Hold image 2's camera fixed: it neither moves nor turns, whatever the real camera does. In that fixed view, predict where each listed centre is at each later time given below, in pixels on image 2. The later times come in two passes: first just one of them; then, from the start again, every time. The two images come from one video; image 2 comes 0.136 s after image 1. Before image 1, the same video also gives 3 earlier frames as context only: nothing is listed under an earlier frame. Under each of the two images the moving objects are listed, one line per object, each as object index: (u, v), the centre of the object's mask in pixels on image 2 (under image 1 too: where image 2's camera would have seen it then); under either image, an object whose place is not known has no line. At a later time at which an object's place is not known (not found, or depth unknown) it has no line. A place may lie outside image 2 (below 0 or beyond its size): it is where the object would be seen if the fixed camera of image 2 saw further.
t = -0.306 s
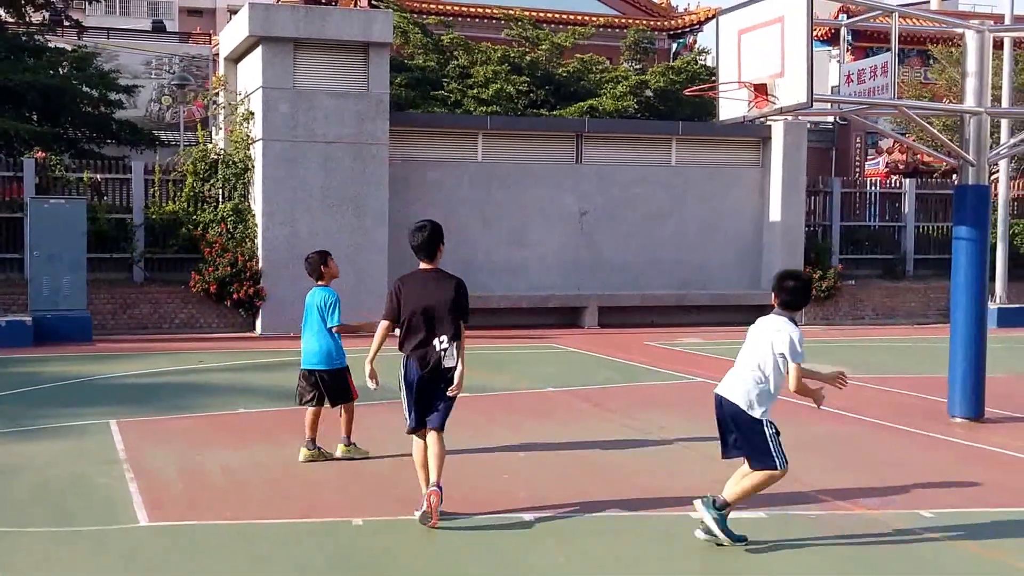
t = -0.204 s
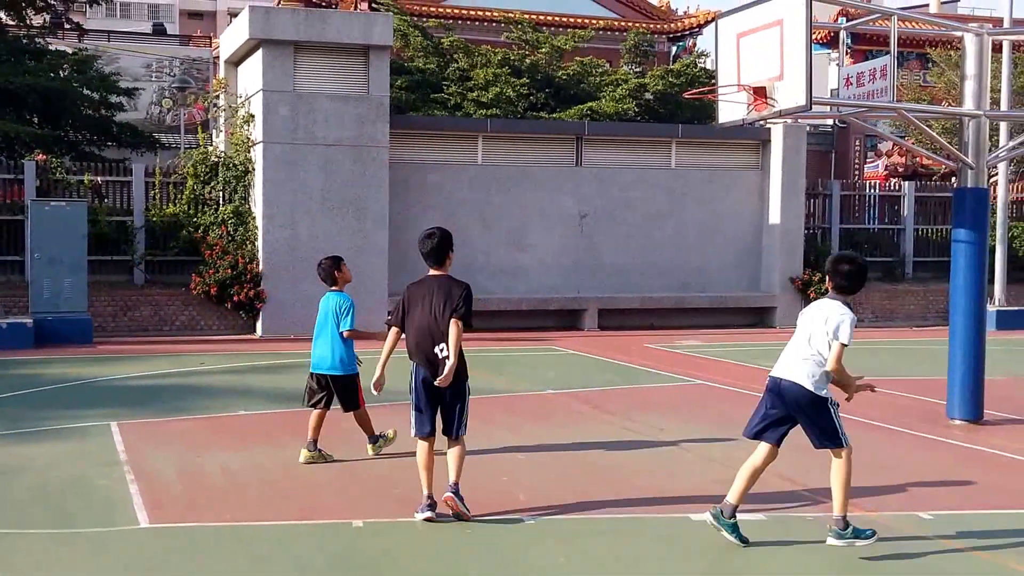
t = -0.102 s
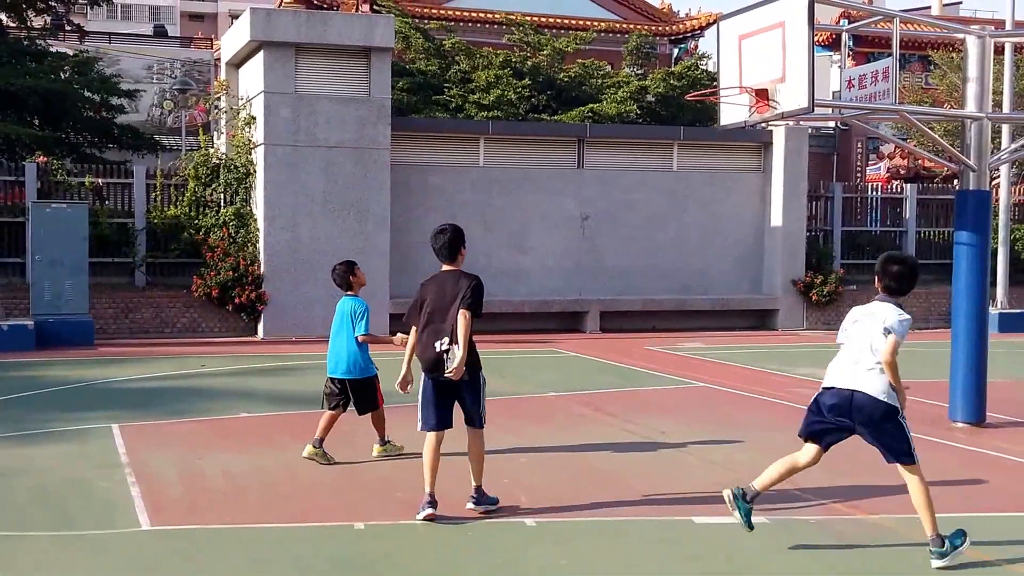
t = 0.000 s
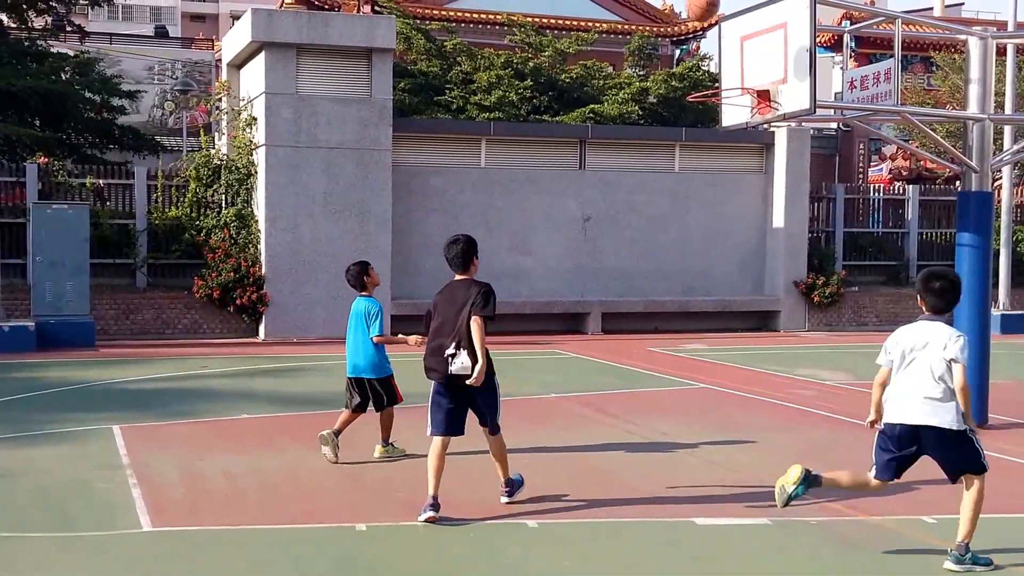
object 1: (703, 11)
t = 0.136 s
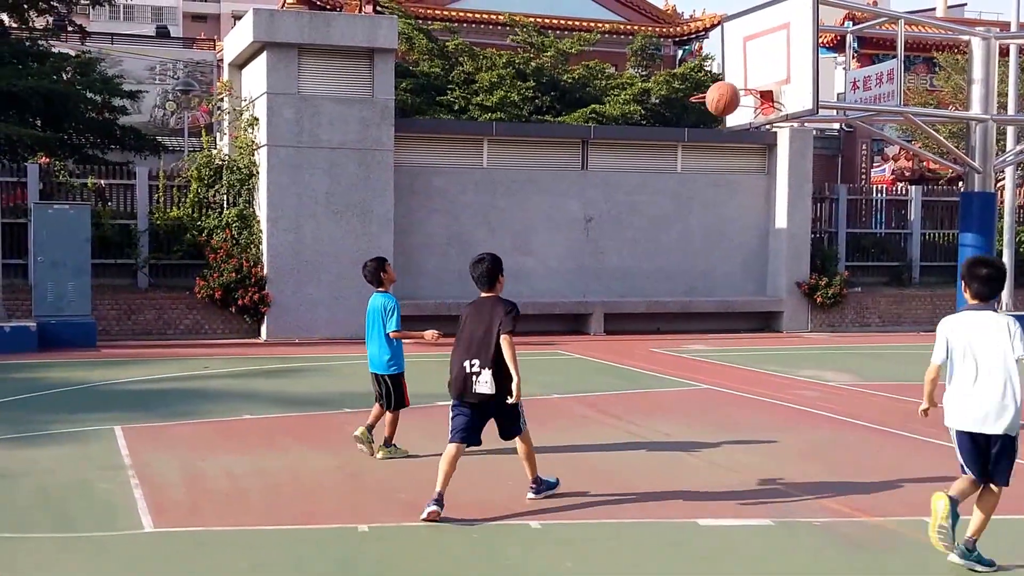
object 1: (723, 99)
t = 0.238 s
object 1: (727, 146)
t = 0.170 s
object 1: (724, 112)
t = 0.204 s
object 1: (725, 128)
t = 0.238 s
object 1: (727, 146)
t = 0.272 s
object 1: (729, 166)
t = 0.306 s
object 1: (731, 189)
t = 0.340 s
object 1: (732, 214)
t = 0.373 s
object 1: (733, 243)
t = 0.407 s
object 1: (734, 274)
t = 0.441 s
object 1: (734, 309)
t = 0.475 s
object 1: (736, 346)
